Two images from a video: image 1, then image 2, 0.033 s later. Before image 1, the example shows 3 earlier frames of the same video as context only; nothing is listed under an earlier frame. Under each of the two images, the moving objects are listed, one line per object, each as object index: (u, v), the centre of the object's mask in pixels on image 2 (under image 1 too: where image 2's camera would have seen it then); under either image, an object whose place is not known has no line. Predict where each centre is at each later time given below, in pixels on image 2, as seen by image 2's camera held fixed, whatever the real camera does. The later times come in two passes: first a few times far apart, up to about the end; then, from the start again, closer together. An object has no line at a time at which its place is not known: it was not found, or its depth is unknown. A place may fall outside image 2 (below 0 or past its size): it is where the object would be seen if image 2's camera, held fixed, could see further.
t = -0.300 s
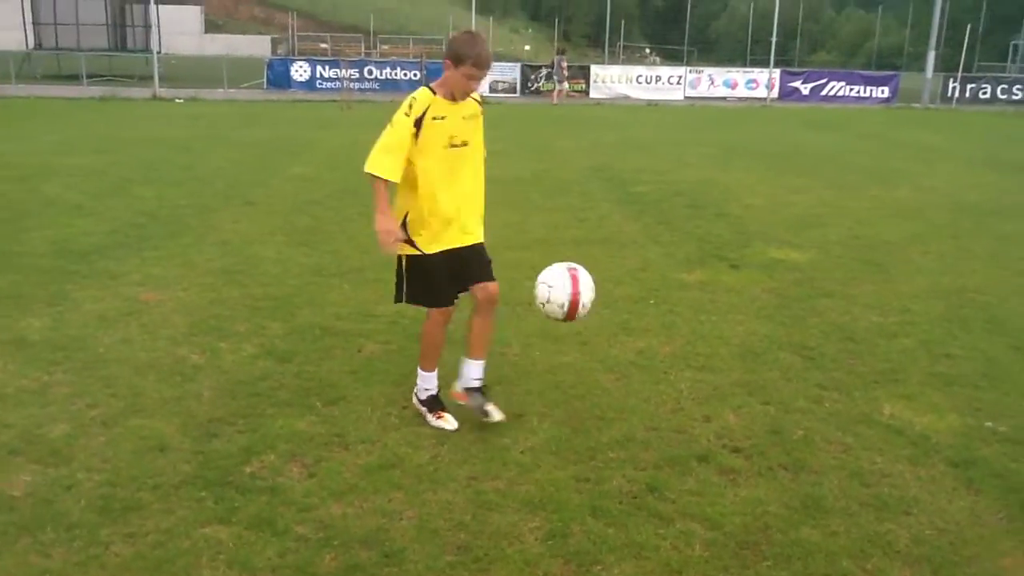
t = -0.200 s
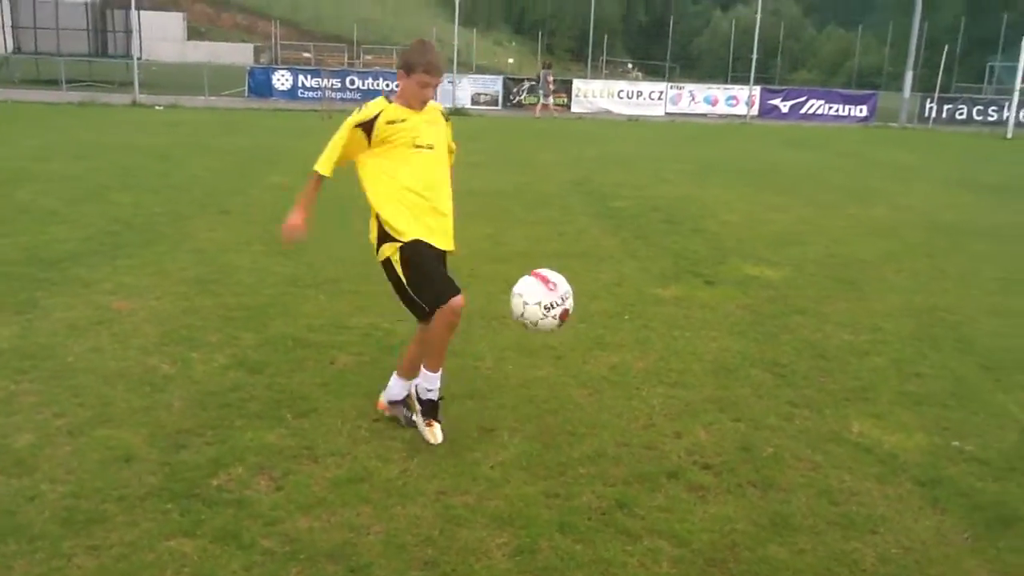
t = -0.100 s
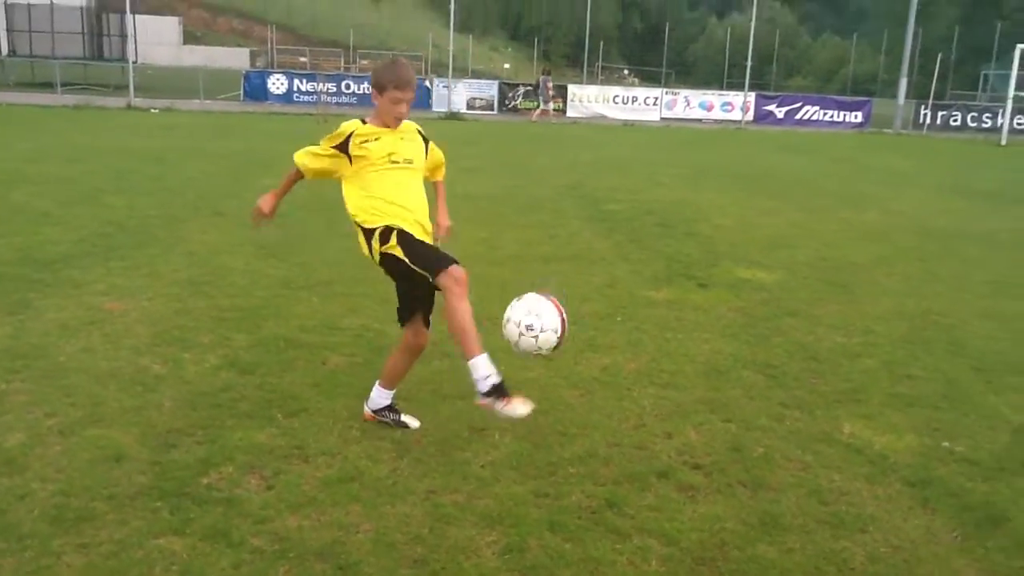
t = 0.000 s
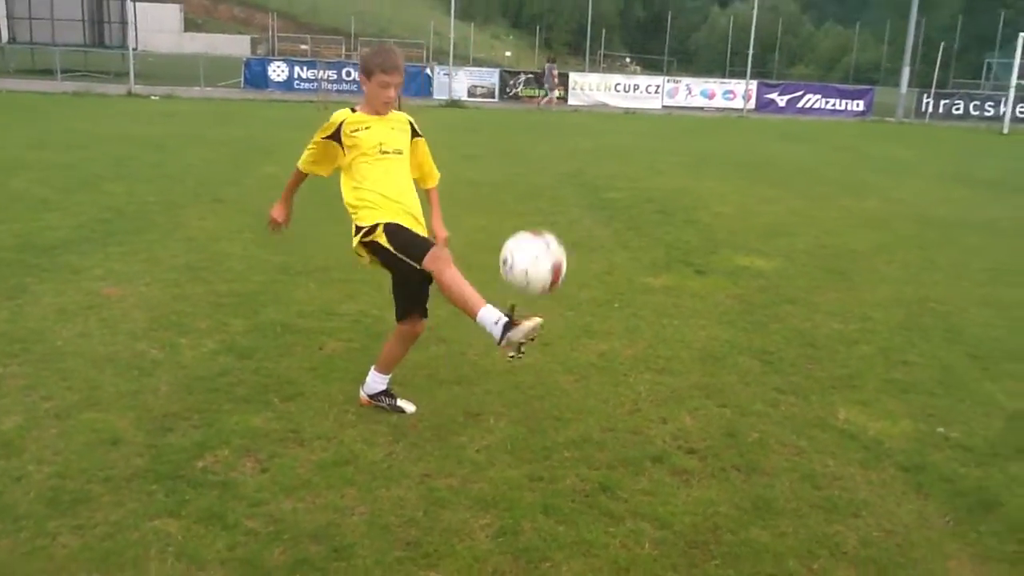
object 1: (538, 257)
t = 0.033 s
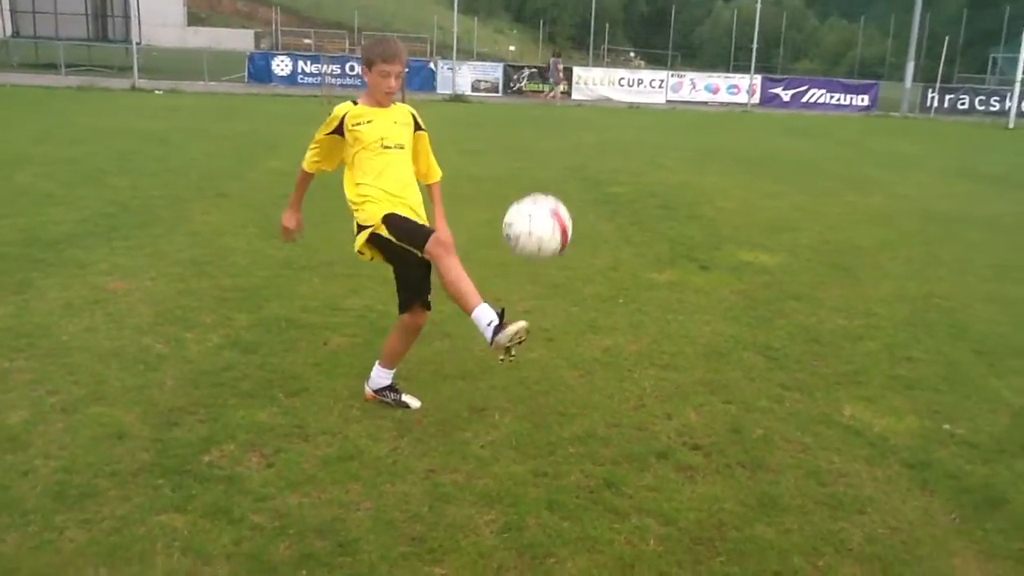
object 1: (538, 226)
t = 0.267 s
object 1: (539, 75)
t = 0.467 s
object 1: (539, 81)
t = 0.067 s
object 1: (538, 198)
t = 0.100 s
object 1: (538, 171)
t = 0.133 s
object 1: (541, 146)
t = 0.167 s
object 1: (540, 124)
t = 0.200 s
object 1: (540, 105)
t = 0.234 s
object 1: (539, 88)
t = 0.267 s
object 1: (539, 75)
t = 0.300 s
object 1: (539, 66)
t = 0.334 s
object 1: (539, 61)
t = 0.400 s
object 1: (539, 63)
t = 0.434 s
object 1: (539, 69)
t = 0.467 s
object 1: (539, 81)
